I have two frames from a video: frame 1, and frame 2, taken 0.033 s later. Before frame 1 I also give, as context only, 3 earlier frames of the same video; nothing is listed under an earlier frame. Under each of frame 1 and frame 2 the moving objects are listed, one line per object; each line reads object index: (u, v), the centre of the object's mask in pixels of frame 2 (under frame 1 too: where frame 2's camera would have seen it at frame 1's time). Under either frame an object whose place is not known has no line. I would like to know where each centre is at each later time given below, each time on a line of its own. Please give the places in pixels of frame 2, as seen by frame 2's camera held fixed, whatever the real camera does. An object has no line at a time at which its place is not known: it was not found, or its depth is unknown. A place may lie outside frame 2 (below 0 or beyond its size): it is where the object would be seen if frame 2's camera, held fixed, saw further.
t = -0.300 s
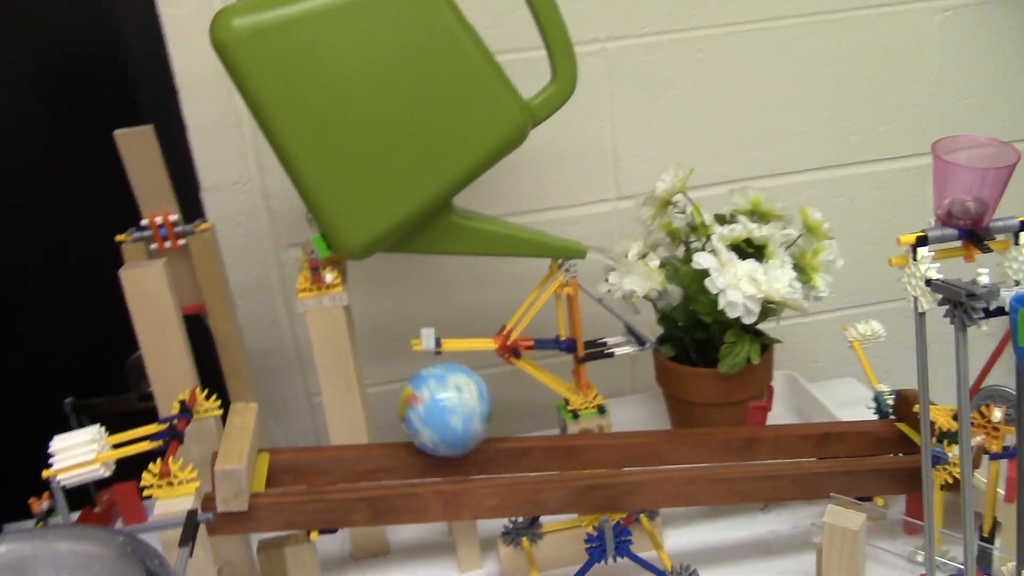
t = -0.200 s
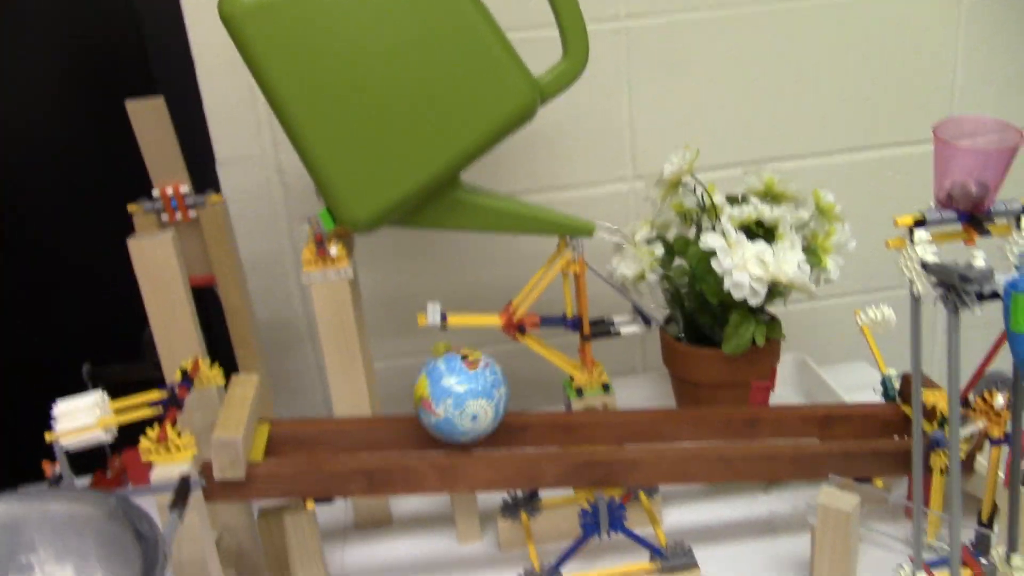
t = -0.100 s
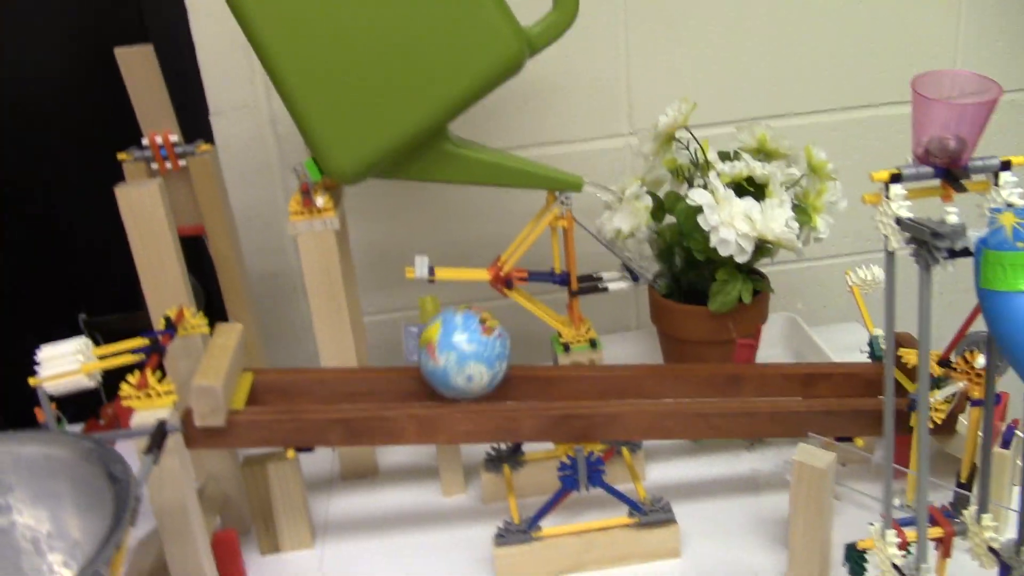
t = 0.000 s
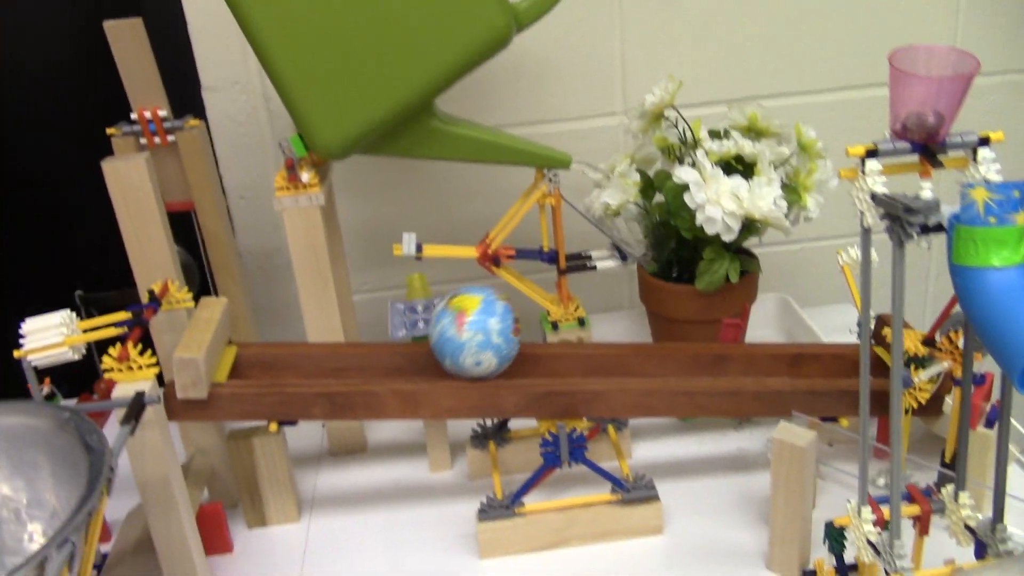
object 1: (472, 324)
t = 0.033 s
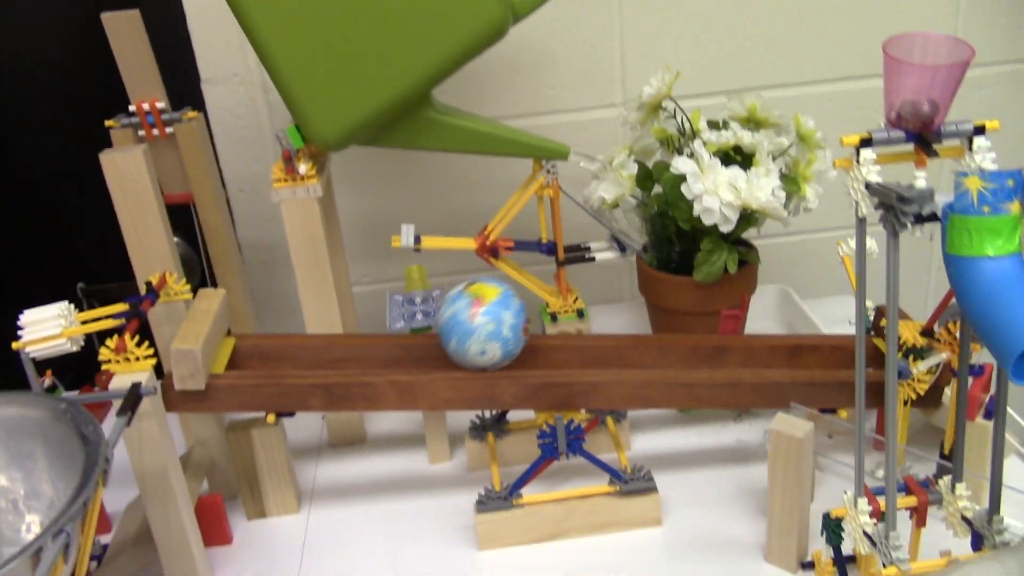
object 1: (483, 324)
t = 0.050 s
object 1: (489, 323)
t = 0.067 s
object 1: (495, 324)
